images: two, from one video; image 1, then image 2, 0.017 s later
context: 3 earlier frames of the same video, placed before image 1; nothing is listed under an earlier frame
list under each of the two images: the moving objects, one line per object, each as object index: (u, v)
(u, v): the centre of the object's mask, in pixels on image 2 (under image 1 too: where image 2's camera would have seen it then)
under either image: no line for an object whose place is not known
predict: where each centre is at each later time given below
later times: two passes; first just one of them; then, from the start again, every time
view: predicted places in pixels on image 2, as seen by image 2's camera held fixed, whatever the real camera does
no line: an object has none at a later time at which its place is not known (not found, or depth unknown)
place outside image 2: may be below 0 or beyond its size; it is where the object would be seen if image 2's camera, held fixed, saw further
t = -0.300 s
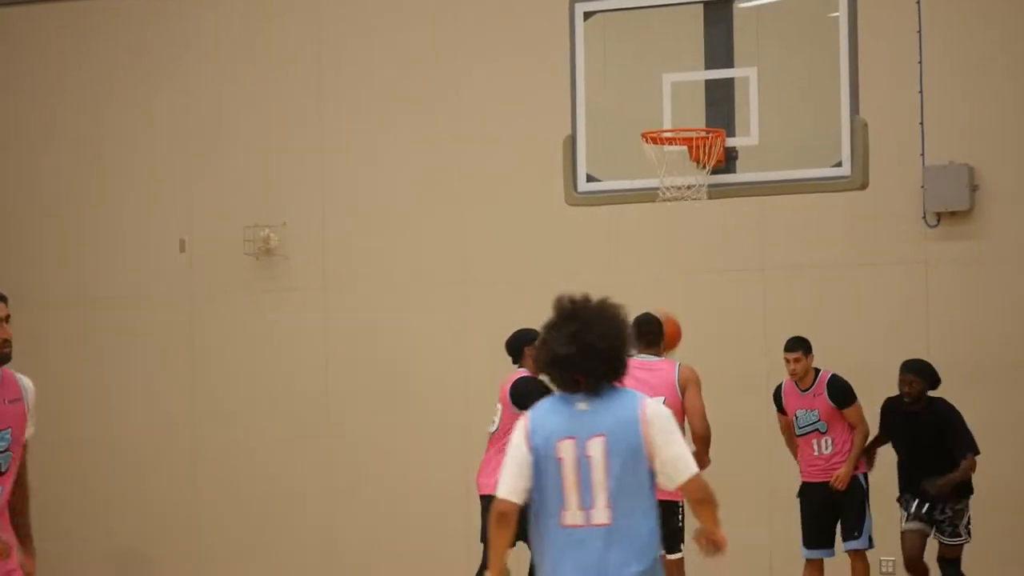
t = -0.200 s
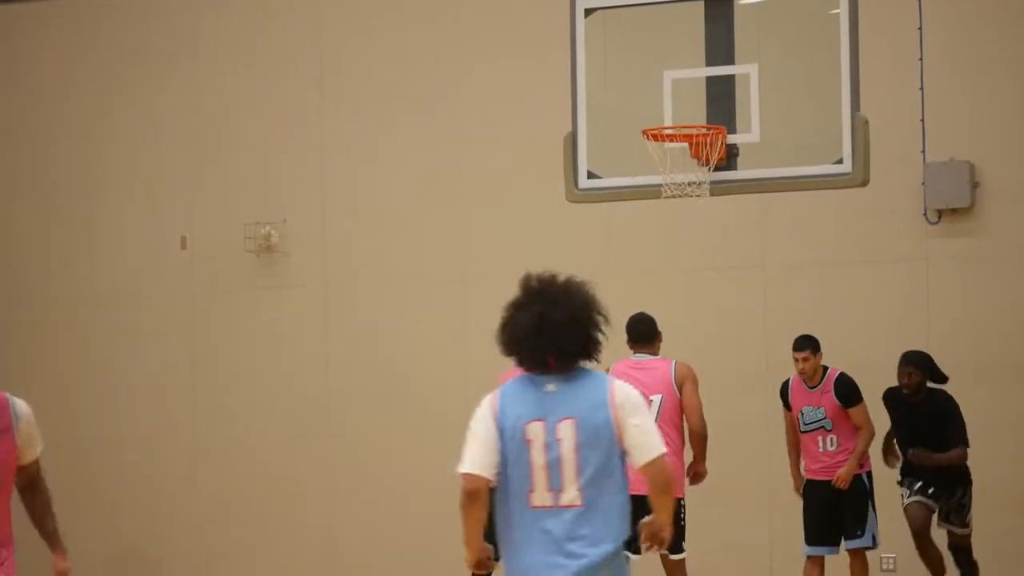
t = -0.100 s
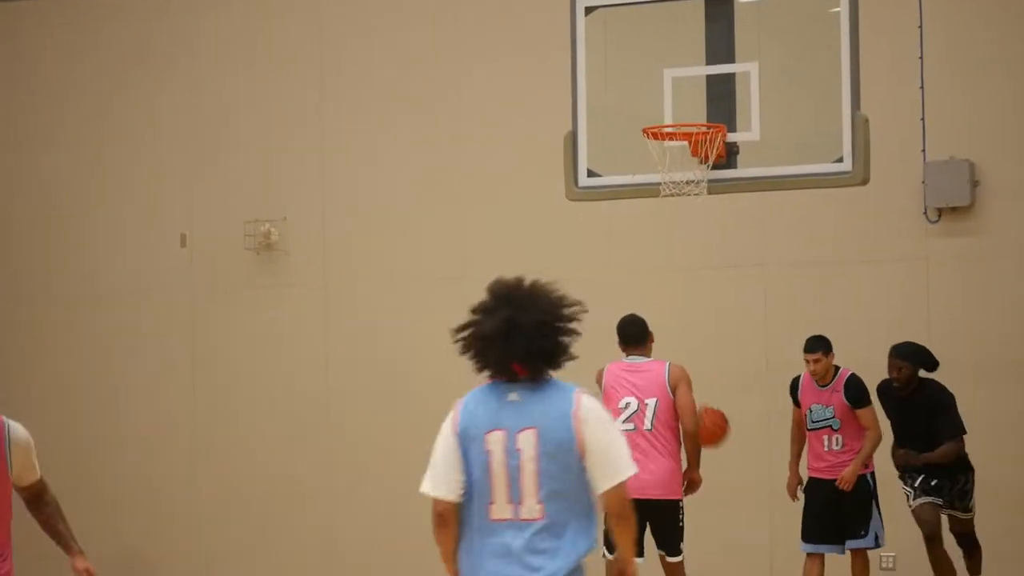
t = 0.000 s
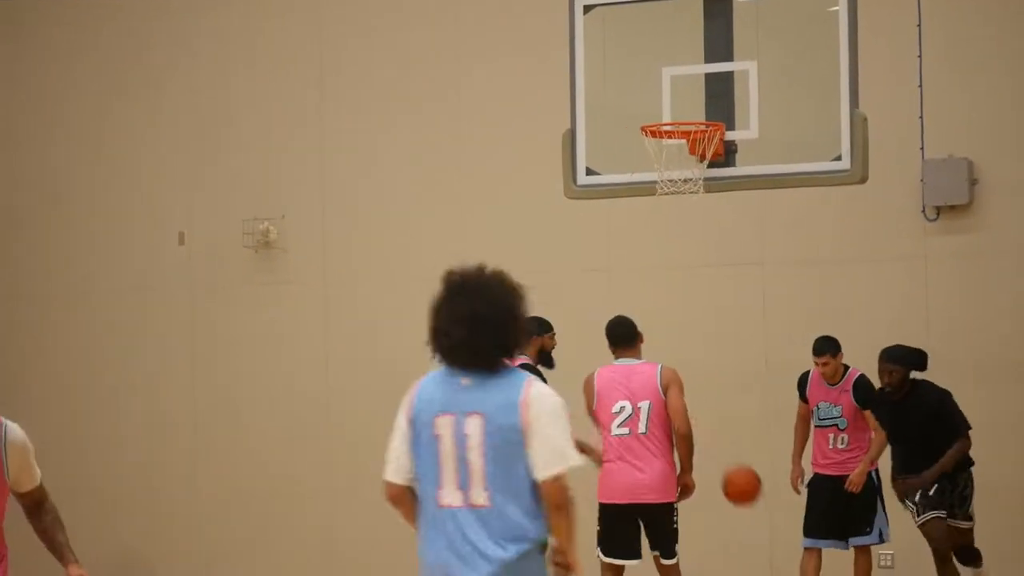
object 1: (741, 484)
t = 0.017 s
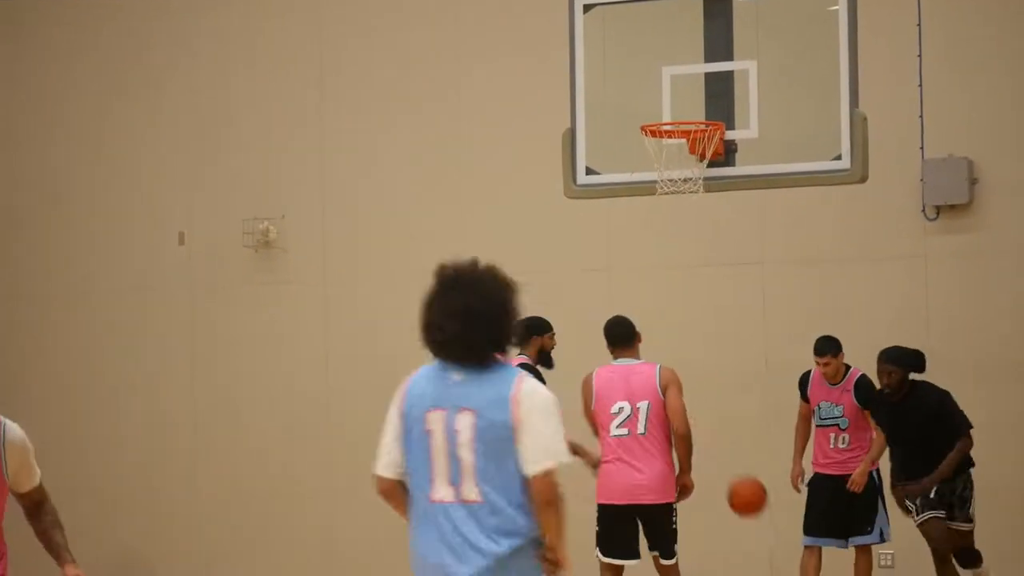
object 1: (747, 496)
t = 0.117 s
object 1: (781, 566)
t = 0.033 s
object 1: (752, 508)
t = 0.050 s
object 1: (758, 520)
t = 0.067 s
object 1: (764, 533)
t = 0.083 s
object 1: (769, 546)
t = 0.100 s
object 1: (775, 559)
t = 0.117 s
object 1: (781, 566)
